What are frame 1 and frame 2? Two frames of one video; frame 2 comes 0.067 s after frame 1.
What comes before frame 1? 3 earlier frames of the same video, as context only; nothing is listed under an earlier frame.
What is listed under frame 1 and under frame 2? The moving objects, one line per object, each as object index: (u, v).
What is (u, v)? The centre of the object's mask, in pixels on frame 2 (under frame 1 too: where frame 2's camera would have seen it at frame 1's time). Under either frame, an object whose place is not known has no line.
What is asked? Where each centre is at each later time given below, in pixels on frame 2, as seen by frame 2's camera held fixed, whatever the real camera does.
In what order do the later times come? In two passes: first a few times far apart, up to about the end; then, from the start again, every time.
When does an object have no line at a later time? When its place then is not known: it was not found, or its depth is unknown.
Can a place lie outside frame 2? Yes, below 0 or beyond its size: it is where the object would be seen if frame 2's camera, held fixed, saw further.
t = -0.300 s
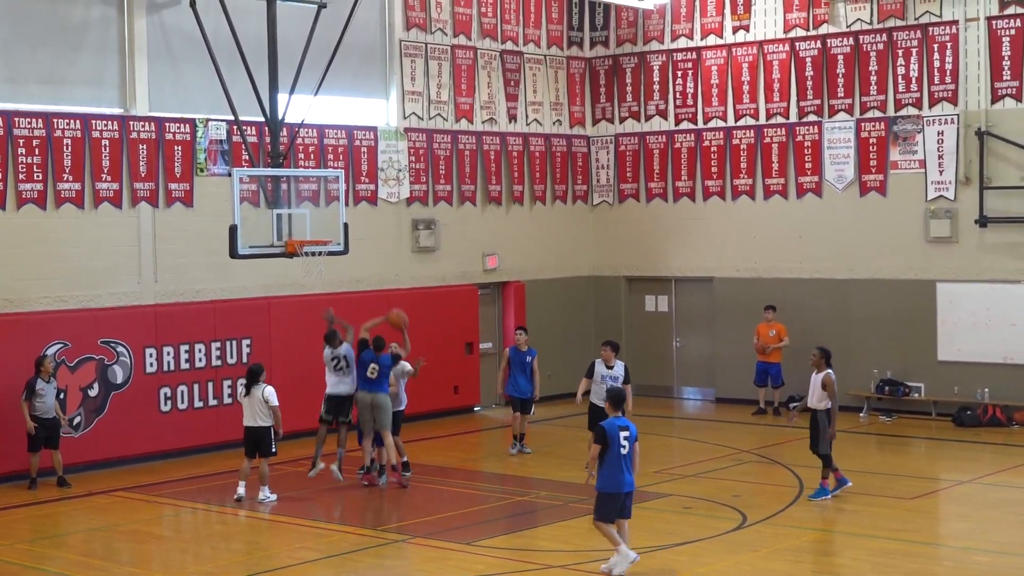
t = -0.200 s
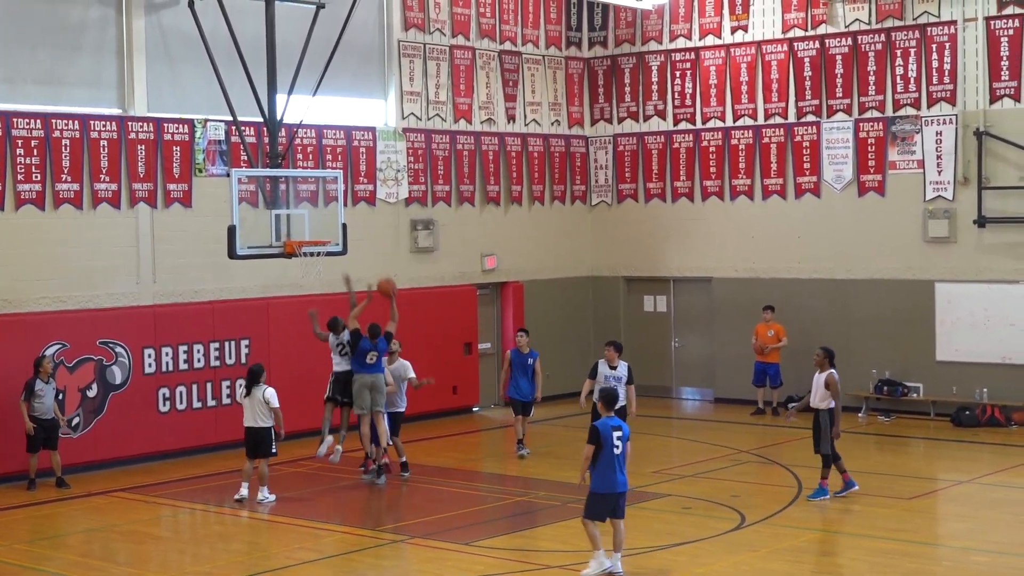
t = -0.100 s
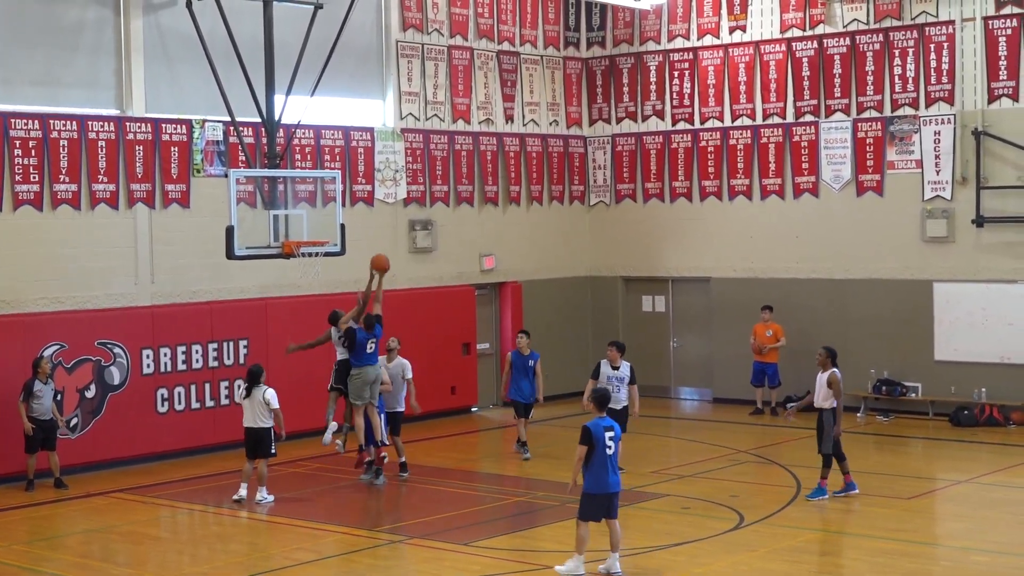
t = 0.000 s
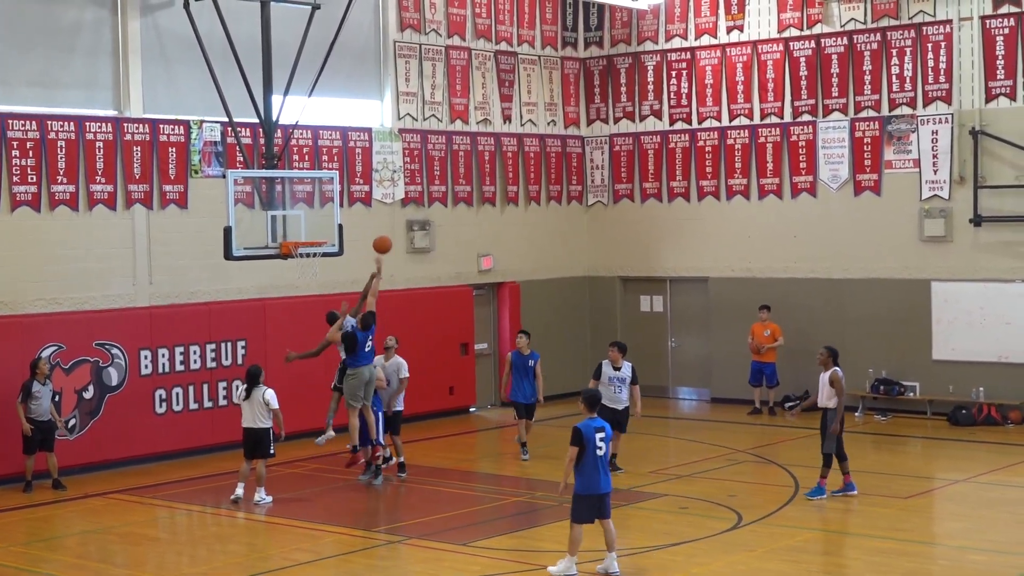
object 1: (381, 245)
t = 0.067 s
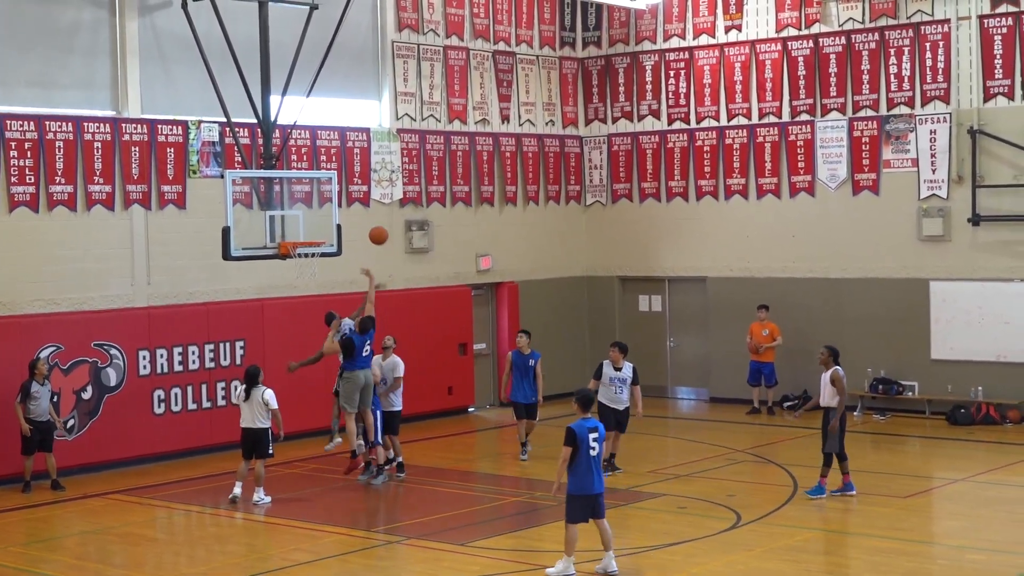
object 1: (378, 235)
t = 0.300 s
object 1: (370, 230)
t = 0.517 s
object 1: (364, 263)
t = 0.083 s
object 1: (377, 233)
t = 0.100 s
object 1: (377, 232)
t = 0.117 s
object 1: (376, 231)
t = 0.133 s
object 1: (376, 229)
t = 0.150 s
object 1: (375, 229)
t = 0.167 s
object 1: (375, 228)
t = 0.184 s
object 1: (374, 227)
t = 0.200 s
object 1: (374, 227)
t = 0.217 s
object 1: (373, 227)
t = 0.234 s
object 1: (373, 227)
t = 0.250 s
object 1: (372, 227)
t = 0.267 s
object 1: (372, 228)
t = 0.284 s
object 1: (371, 229)
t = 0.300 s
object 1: (370, 230)
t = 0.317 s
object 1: (370, 231)
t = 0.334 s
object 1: (370, 232)
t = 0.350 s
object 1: (369, 234)
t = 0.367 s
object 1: (368, 236)
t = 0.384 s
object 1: (368, 238)
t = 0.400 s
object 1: (368, 241)
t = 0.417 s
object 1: (367, 243)
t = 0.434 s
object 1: (367, 246)
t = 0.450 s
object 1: (366, 249)
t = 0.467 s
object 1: (366, 252)
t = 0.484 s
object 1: (365, 256)
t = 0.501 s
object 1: (365, 259)
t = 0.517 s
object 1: (364, 263)
